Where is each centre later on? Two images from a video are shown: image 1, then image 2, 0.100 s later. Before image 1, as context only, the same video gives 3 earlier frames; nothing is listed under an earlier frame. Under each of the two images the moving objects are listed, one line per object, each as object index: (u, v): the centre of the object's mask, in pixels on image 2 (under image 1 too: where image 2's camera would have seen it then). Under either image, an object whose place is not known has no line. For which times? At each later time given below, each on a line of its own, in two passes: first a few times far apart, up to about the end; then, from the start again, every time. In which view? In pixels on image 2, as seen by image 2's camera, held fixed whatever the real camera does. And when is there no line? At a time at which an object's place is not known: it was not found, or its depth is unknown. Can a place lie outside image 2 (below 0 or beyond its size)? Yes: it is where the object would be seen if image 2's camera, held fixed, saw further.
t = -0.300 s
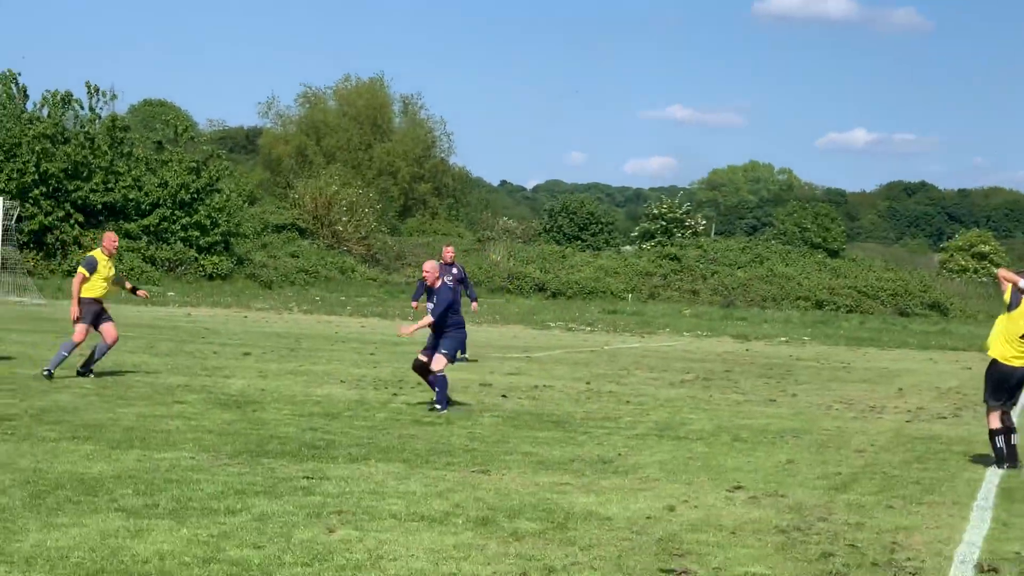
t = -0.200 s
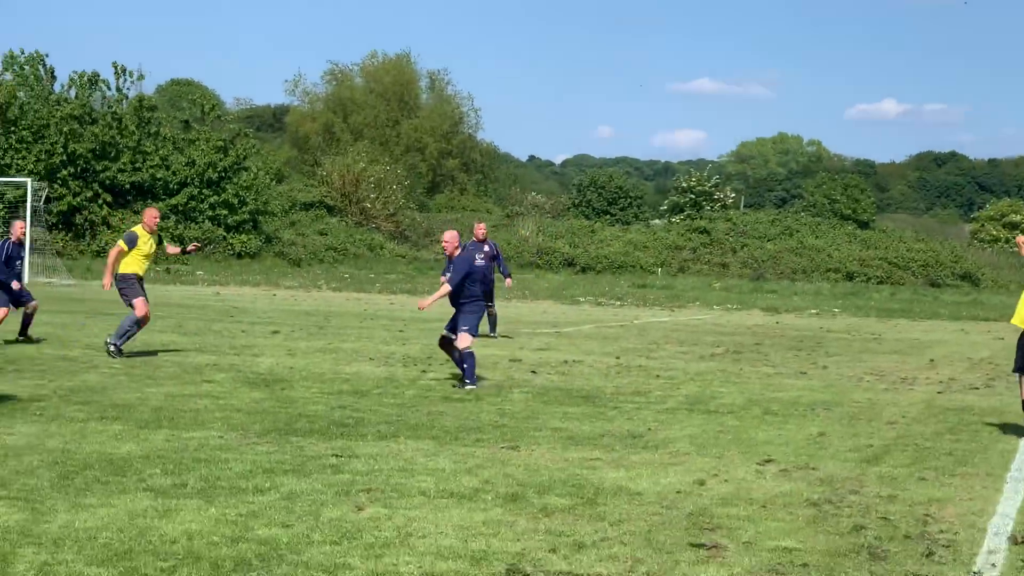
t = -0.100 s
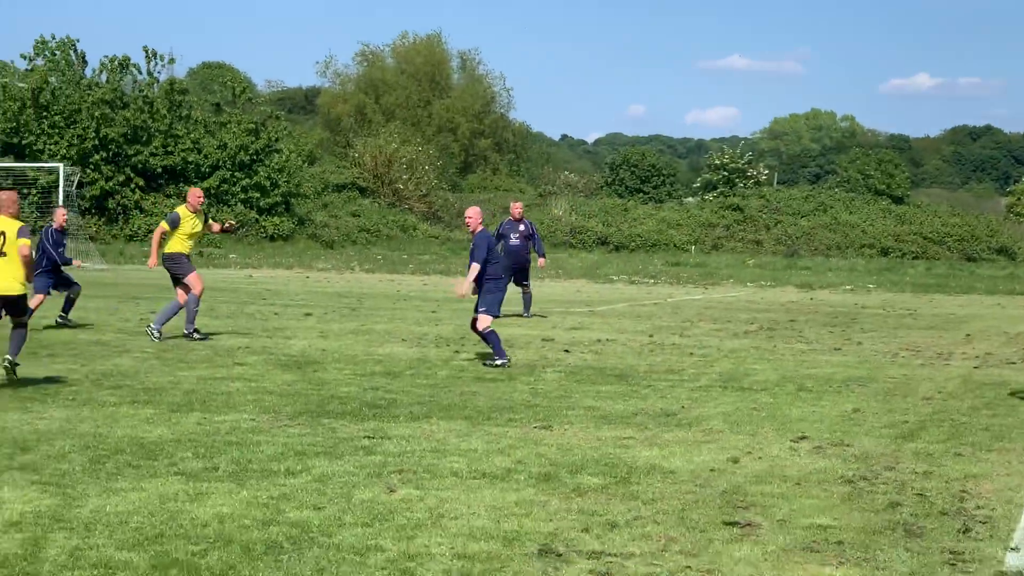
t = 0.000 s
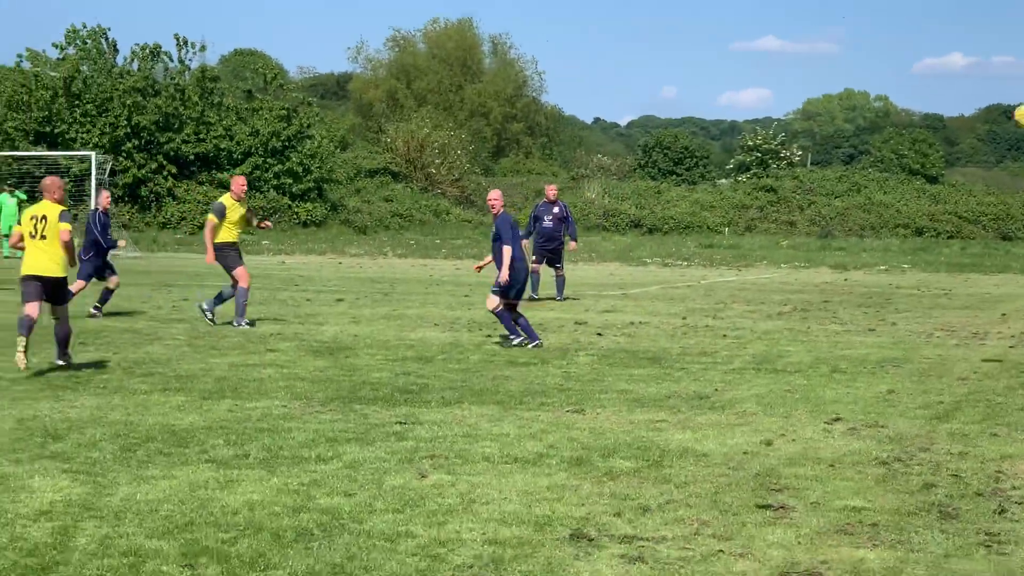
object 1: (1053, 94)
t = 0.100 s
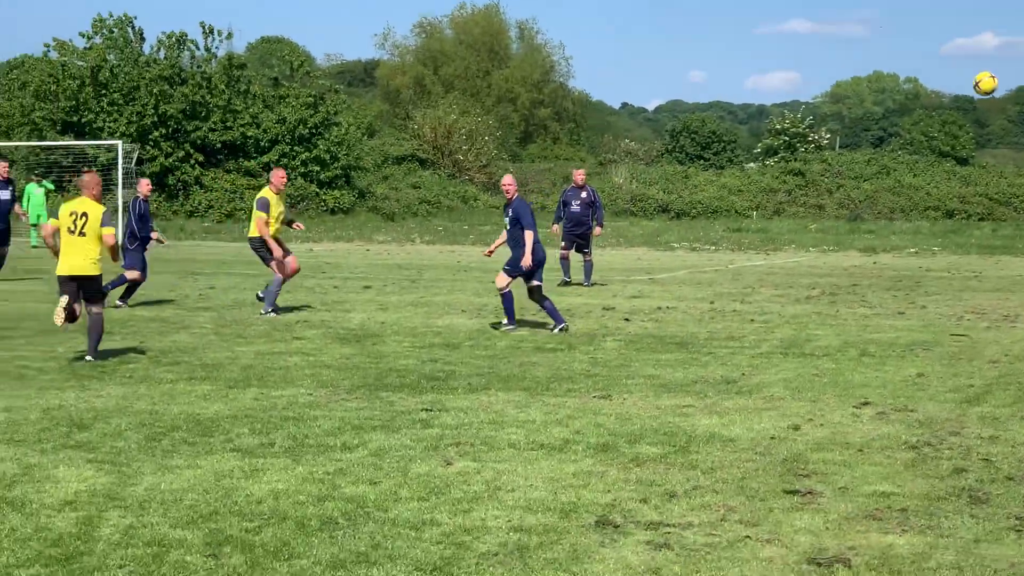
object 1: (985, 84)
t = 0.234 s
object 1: (897, 84)
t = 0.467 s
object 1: (774, 127)
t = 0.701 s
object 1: (665, 212)
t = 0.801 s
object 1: (626, 260)
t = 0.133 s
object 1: (962, 82)
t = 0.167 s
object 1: (940, 82)
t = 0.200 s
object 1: (919, 83)
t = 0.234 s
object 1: (897, 84)
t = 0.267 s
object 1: (878, 88)
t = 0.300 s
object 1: (860, 92)
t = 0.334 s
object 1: (841, 96)
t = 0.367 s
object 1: (823, 102)
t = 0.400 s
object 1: (806, 110)
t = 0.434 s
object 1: (789, 118)
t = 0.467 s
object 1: (774, 127)
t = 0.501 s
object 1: (759, 137)
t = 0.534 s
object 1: (742, 148)
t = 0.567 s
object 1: (726, 159)
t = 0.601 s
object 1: (711, 171)
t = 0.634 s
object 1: (695, 184)
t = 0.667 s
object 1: (679, 199)
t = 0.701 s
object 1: (665, 212)
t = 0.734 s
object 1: (652, 226)
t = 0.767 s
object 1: (639, 243)
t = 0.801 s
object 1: (626, 260)
